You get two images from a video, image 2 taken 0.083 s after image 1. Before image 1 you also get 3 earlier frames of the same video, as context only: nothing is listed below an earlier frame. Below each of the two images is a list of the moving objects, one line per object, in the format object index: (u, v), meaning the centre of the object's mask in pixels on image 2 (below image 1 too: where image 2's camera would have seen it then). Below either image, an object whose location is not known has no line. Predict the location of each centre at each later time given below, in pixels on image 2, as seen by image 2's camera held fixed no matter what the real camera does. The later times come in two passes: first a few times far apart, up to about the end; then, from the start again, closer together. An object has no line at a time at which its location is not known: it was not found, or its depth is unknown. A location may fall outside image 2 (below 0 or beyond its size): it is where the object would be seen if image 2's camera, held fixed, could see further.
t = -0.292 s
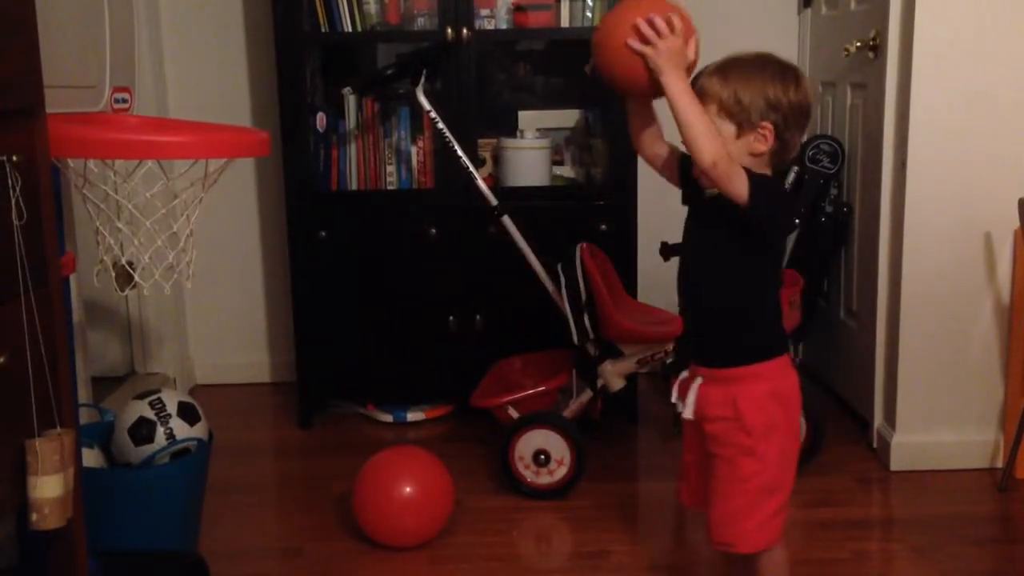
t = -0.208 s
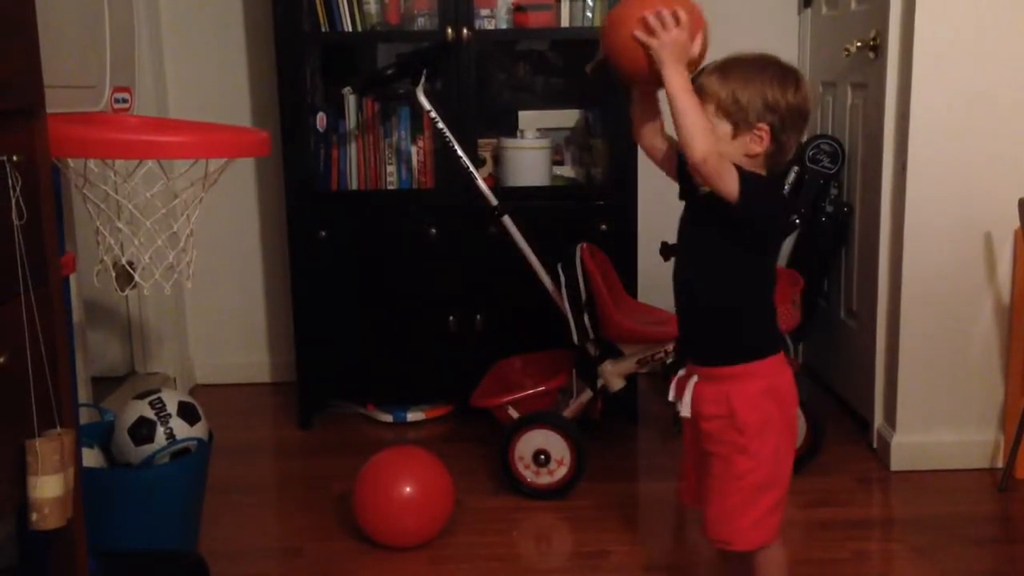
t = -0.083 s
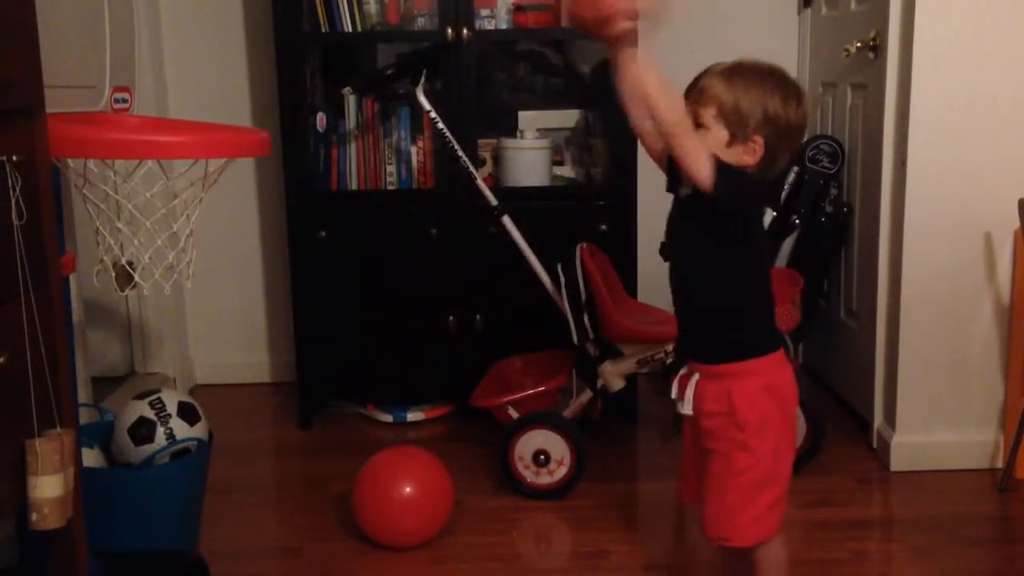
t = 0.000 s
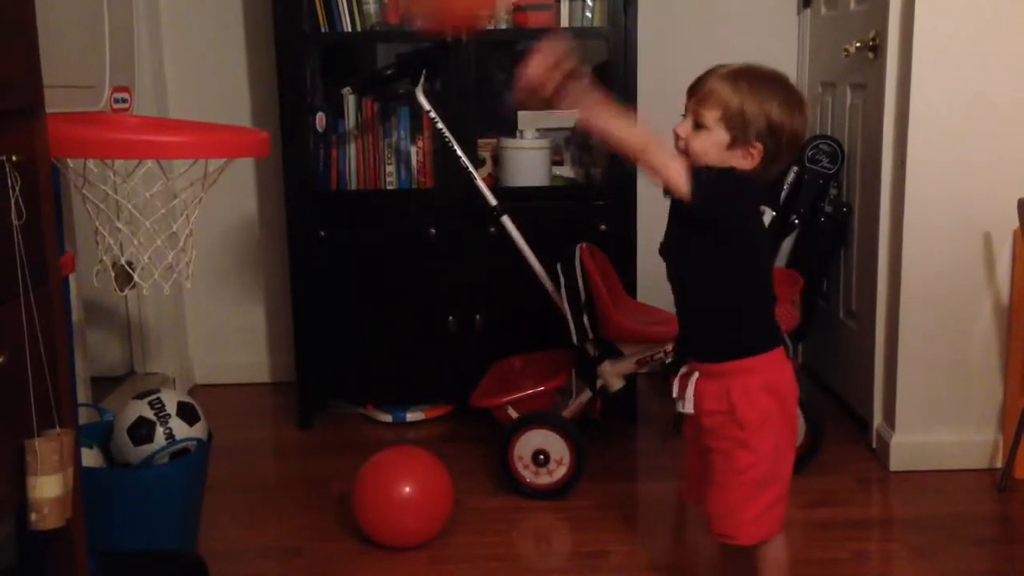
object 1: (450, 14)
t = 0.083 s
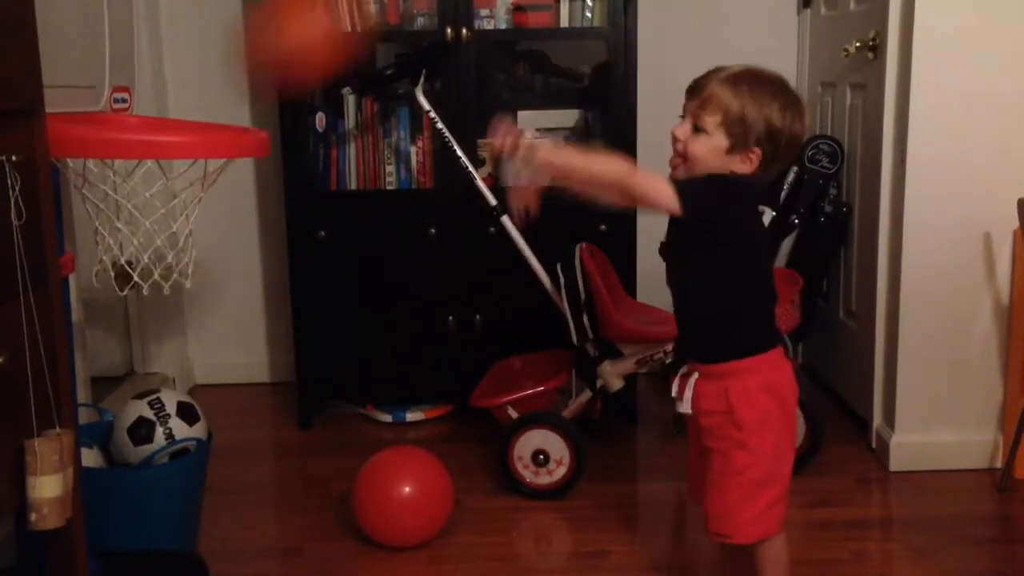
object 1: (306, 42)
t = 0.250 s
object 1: (98, 197)
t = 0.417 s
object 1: (146, 300)
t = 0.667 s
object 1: (255, 488)
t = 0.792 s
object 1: (303, 348)
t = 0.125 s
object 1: (238, 70)
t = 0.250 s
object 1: (98, 197)
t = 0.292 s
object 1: (102, 206)
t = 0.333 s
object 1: (111, 221)
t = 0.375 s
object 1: (127, 253)
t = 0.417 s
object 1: (146, 300)
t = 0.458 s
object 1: (164, 343)
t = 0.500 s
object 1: (184, 409)
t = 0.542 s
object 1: (205, 488)
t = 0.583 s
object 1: (220, 538)
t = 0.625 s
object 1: (237, 540)
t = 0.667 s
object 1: (255, 488)
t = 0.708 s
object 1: (271, 438)
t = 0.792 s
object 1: (303, 348)
